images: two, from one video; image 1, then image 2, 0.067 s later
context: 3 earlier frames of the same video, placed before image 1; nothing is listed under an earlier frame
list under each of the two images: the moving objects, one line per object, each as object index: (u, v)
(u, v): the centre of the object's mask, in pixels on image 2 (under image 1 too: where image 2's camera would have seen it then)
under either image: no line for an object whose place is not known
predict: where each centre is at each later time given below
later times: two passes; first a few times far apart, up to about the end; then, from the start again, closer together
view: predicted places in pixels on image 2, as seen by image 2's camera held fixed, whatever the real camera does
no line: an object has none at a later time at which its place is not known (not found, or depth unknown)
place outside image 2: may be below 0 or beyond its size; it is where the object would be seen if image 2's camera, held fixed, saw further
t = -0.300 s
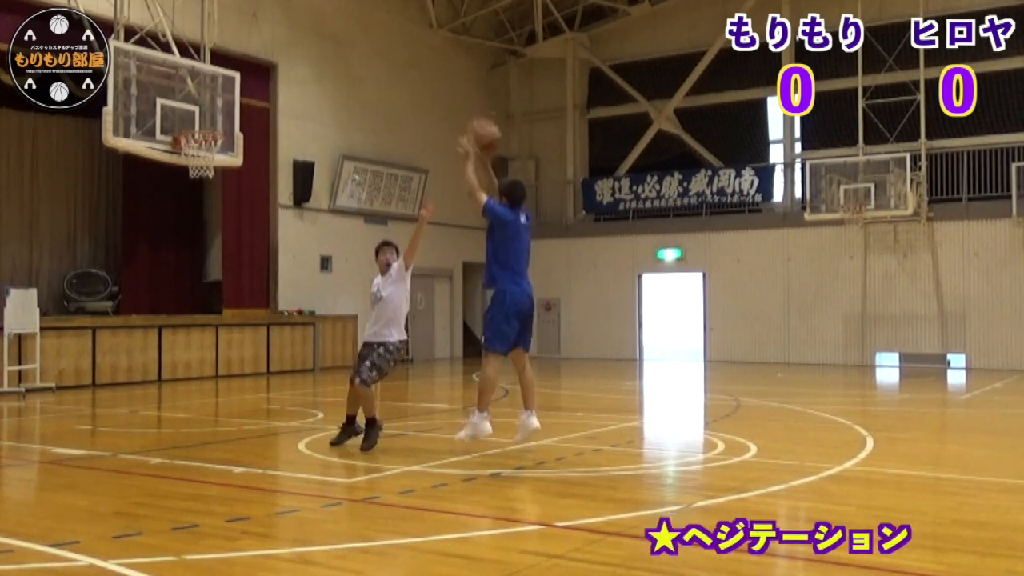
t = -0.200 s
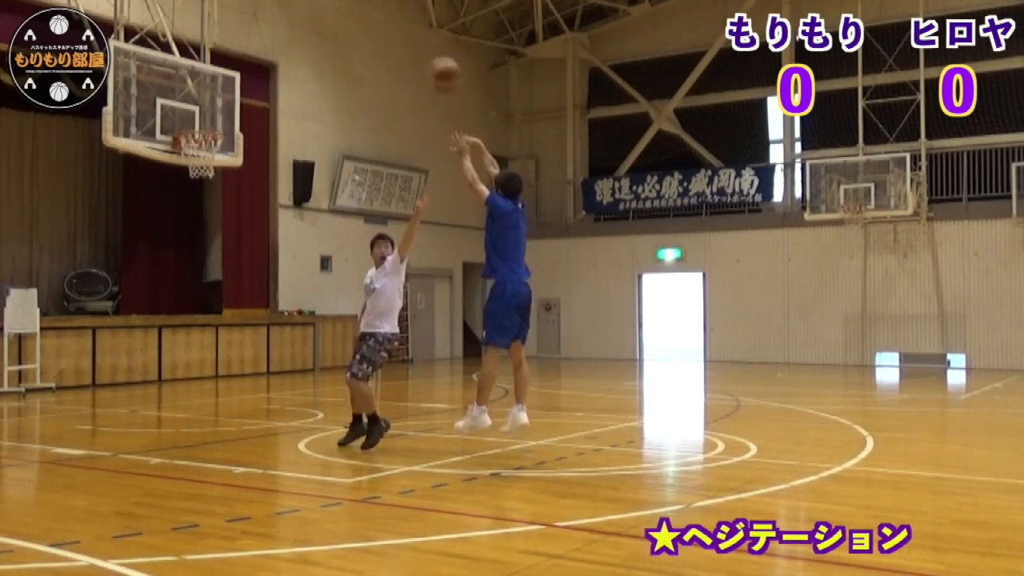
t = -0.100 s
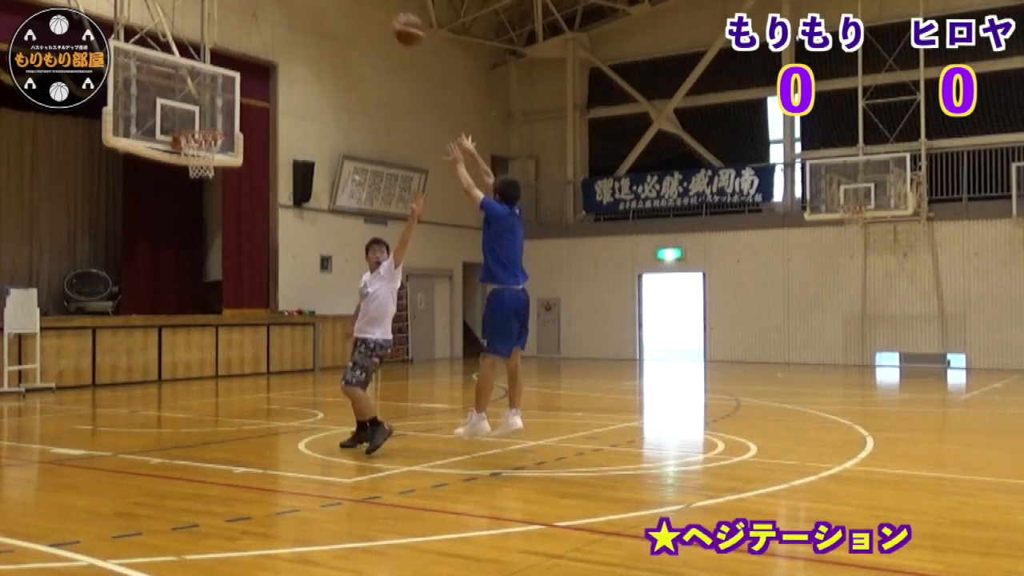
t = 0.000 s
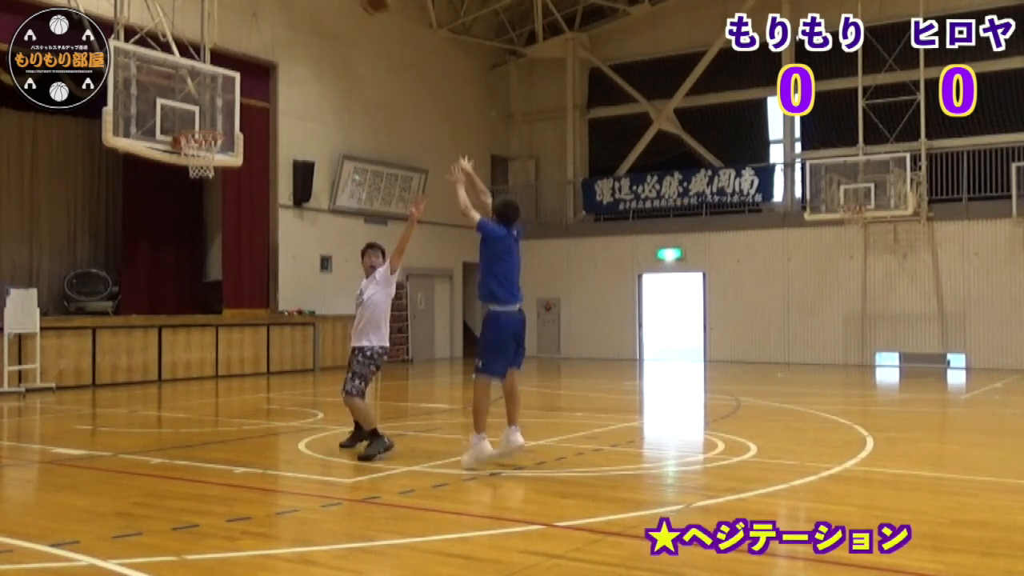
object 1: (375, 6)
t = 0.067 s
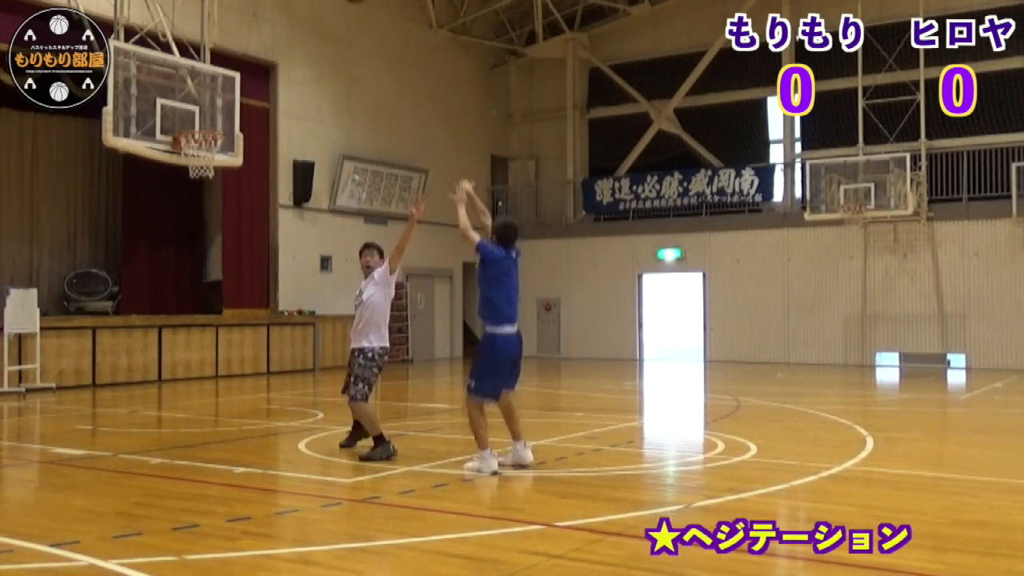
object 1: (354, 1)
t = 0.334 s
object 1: (283, 2)
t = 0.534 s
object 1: (238, 37)
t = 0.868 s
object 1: (187, 96)
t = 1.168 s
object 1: (177, 76)
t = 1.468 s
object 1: (191, 120)
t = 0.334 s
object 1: (283, 2)
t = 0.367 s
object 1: (276, 4)
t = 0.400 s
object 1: (267, 6)
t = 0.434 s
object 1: (259, 12)
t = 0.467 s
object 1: (252, 18)
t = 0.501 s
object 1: (245, 26)
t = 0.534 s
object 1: (238, 37)
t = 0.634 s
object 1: (219, 70)
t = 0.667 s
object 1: (213, 85)
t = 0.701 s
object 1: (207, 99)
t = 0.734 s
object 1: (199, 113)
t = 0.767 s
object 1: (197, 119)
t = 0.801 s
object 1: (194, 109)
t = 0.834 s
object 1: (189, 102)
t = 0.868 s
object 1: (187, 96)
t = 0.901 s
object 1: (185, 91)
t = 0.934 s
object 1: (182, 86)
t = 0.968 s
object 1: (178, 85)
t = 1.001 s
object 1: (176, 82)
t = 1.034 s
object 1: (173, 80)
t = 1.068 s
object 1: (172, 79)
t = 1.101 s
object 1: (175, 76)
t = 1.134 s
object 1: (175, 78)
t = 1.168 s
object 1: (177, 76)
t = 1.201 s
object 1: (178, 76)
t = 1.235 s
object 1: (179, 78)
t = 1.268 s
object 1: (181, 81)
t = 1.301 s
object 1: (182, 83)
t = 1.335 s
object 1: (184, 89)
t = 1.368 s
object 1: (187, 97)
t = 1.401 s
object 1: (189, 101)
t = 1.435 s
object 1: (189, 110)
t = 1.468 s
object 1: (191, 120)
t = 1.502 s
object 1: (191, 124)
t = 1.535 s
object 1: (191, 127)
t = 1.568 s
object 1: (190, 131)
